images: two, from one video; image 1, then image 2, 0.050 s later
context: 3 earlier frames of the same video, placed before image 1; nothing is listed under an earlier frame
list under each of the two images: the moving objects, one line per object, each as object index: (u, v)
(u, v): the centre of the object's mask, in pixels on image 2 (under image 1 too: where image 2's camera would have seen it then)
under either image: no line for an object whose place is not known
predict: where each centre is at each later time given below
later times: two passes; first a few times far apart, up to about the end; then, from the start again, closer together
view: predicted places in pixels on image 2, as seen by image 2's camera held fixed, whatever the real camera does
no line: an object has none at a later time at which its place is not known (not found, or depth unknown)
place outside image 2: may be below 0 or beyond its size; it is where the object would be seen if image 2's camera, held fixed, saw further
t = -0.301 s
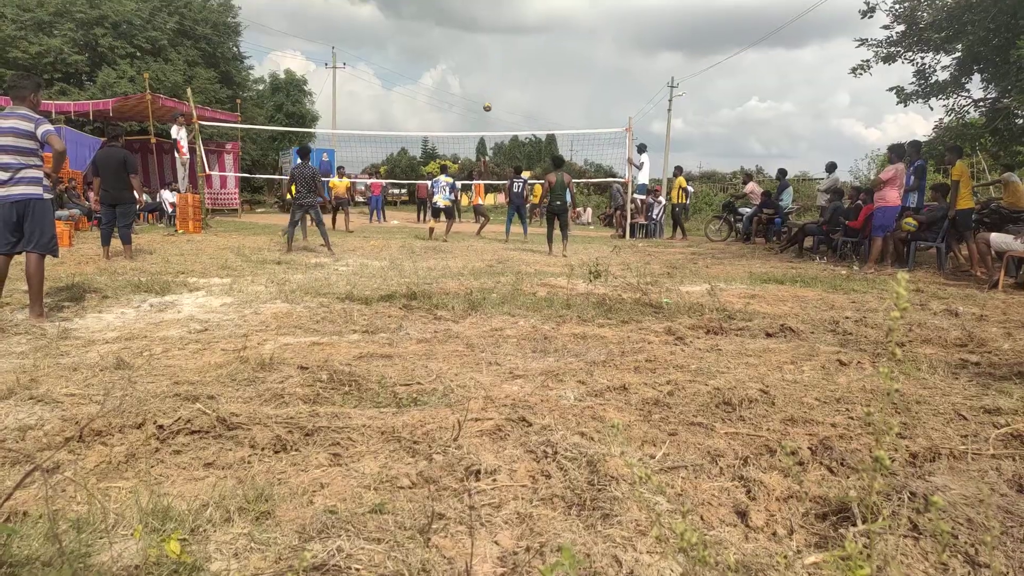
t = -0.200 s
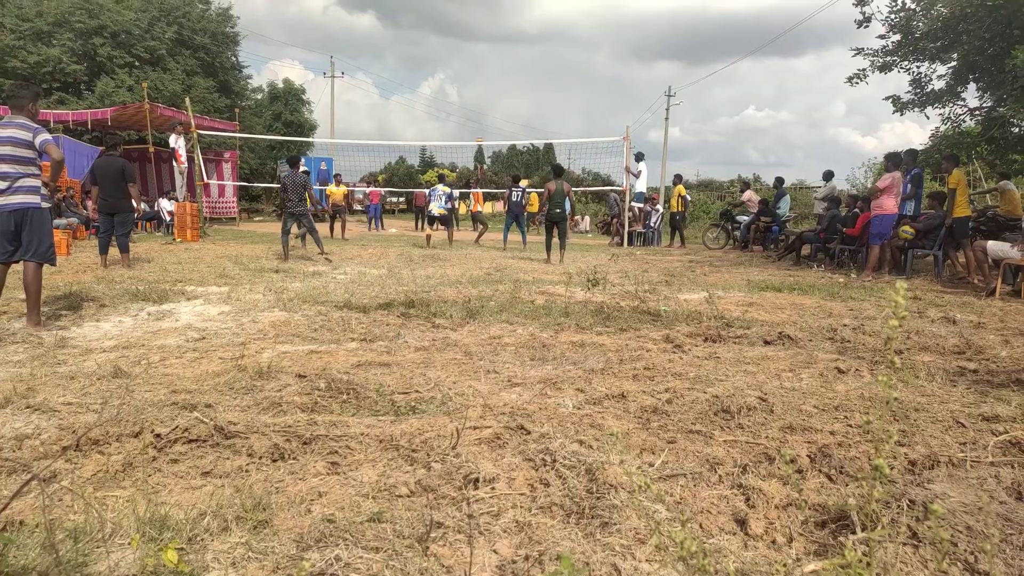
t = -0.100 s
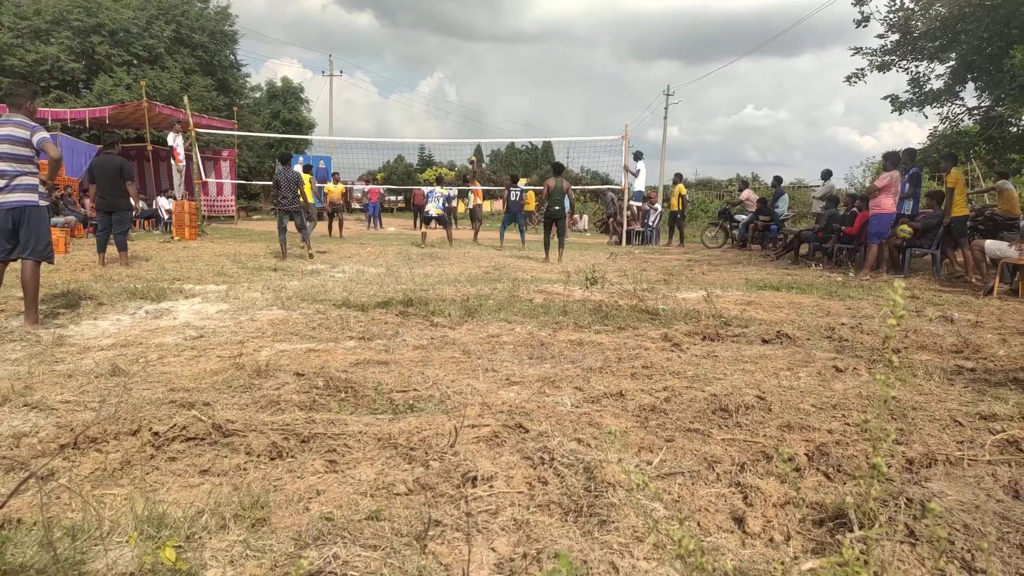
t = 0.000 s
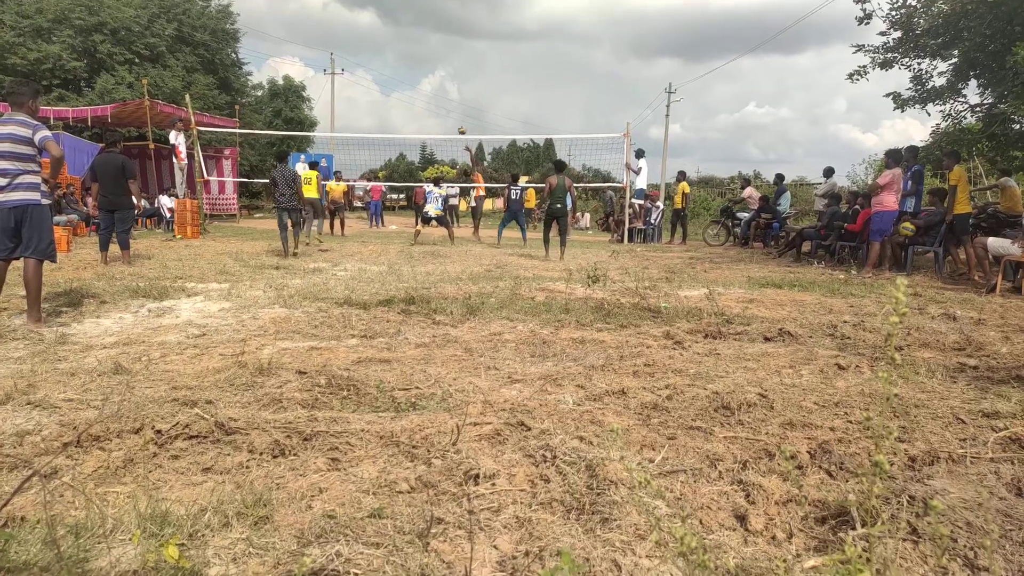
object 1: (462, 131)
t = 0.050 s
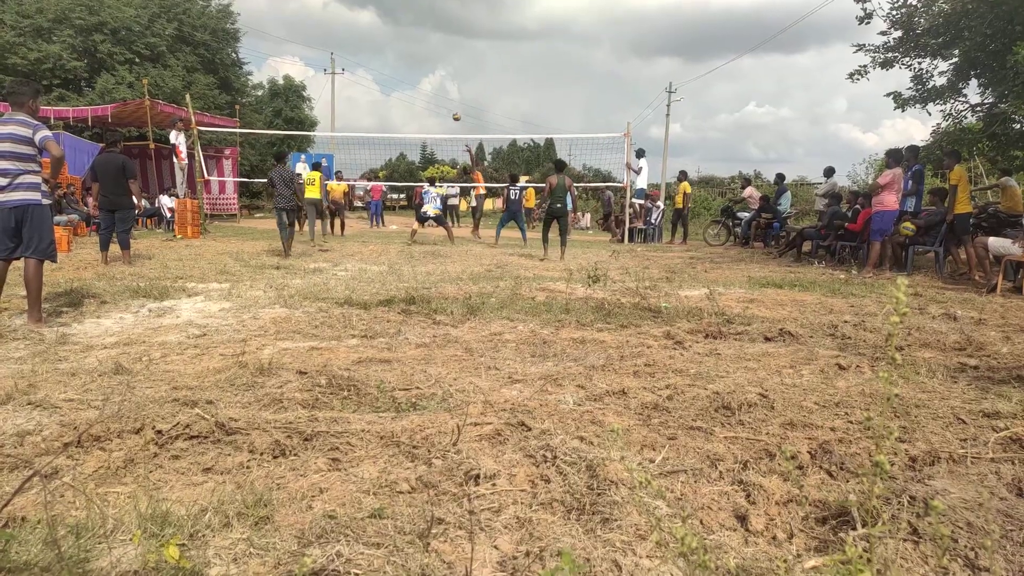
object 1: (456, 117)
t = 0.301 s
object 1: (429, 67)
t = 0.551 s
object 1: (400, 43)
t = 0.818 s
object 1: (369, 47)
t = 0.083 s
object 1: (453, 109)
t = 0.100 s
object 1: (450, 105)
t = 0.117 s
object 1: (449, 101)
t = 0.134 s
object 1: (447, 97)
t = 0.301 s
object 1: (429, 67)
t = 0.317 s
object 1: (427, 64)
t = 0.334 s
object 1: (425, 62)
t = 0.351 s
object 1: (423, 60)
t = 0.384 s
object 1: (419, 56)
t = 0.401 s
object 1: (417, 54)
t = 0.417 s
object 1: (415, 52)
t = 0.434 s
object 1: (413, 51)
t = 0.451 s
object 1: (411, 49)
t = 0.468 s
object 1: (409, 48)
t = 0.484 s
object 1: (407, 47)
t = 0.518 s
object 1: (404, 44)
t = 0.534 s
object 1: (402, 44)
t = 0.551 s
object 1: (400, 43)
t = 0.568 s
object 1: (398, 42)
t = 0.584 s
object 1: (396, 42)
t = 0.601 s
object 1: (394, 41)
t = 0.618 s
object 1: (392, 41)
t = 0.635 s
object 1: (390, 41)
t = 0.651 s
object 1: (388, 41)
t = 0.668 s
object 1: (386, 41)
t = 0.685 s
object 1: (385, 41)
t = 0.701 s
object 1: (383, 42)
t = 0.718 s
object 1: (381, 42)
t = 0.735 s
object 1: (379, 43)
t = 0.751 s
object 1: (377, 43)
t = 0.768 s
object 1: (374, 44)
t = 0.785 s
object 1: (373, 45)
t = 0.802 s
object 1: (371, 46)
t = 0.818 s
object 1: (369, 47)
